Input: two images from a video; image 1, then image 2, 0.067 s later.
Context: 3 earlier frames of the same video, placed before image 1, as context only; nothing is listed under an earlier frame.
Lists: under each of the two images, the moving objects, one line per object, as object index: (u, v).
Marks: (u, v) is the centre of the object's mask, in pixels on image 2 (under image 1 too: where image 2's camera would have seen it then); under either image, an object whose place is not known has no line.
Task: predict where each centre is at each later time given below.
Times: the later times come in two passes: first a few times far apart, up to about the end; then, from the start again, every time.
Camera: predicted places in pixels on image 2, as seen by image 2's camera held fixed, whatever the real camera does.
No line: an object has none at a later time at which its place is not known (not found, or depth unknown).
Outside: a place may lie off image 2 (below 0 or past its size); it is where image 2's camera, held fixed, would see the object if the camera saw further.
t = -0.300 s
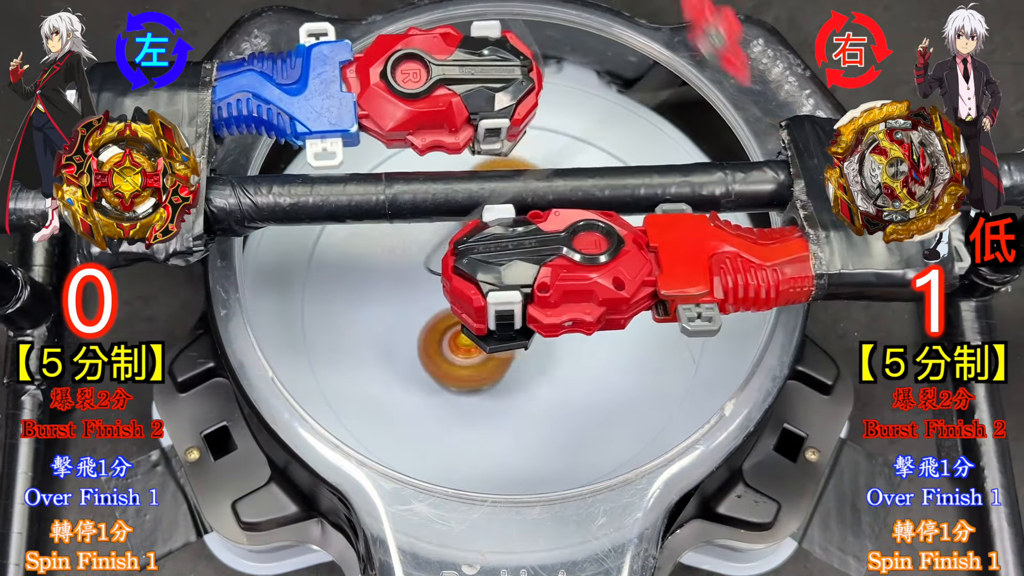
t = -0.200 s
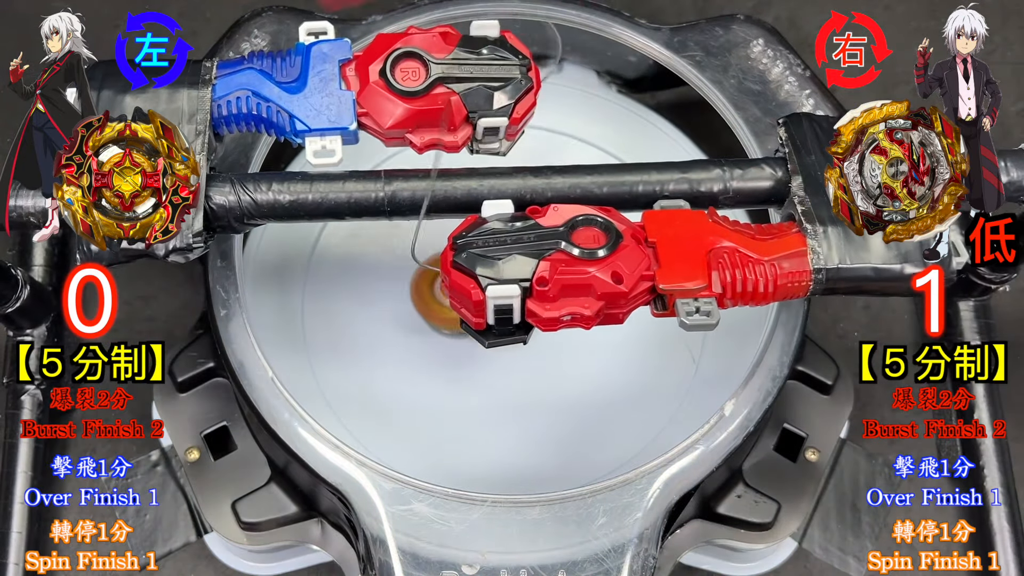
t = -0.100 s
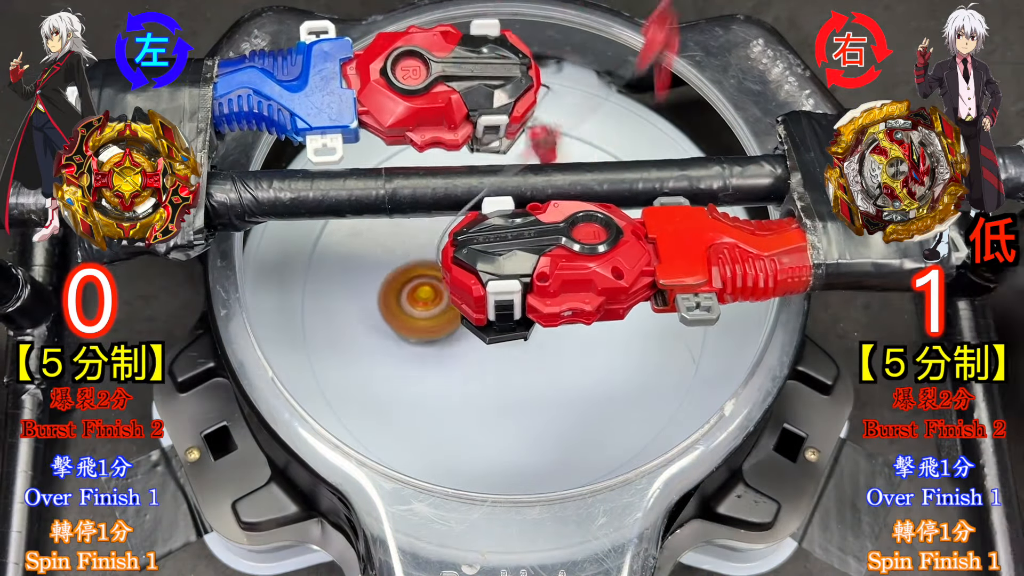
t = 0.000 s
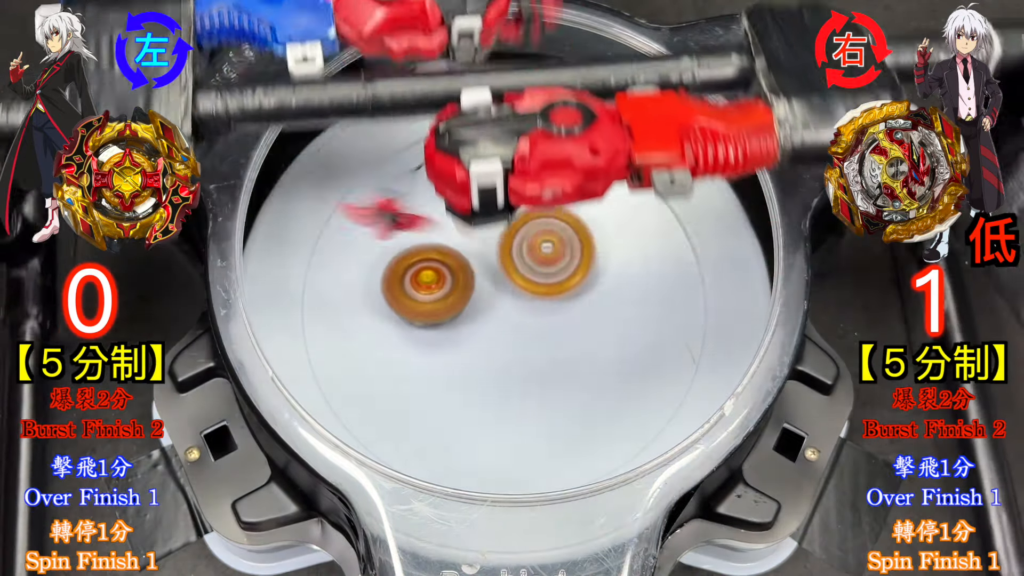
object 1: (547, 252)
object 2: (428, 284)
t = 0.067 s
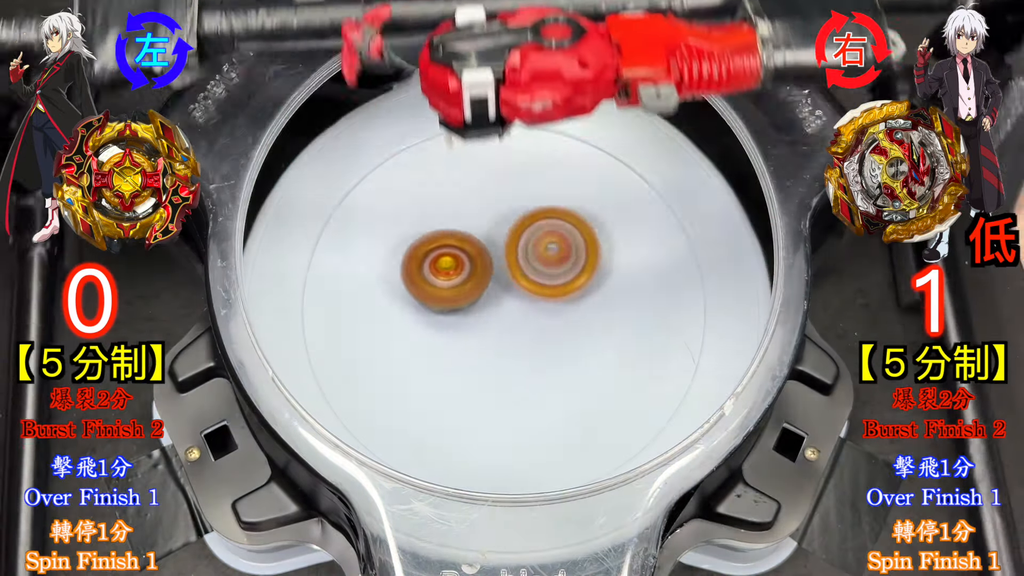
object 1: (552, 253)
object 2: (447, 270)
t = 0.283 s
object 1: (595, 244)
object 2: (477, 225)
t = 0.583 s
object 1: (612, 251)
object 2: (490, 192)
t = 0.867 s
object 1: (599, 313)
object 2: (462, 157)
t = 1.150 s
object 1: (569, 325)
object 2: (513, 205)
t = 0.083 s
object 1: (553, 253)
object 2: (453, 266)
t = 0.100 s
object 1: (554, 253)
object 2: (461, 261)
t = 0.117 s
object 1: (559, 252)
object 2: (462, 256)
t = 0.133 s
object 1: (564, 252)
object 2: (463, 253)
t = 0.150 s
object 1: (568, 252)
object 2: (463, 250)
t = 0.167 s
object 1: (571, 251)
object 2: (466, 246)
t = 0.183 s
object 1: (574, 250)
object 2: (469, 243)
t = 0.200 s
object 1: (577, 249)
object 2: (473, 239)
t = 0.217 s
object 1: (578, 248)
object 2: (479, 236)
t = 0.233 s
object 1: (579, 247)
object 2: (484, 235)
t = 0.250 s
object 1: (585, 245)
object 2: (482, 230)
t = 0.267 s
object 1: (590, 245)
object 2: (479, 227)
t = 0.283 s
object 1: (595, 244)
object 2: (477, 225)
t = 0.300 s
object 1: (599, 244)
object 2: (476, 222)
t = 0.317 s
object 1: (602, 243)
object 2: (476, 220)
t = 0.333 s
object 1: (604, 242)
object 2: (477, 218)
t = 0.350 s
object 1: (605, 242)
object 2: (479, 215)
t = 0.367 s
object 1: (605, 241)
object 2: (482, 214)
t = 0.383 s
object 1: (605, 241)
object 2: (486, 213)
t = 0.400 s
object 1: (604, 240)
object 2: (490, 211)
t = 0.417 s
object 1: (602, 239)
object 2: (496, 211)
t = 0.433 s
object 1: (599, 238)
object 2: (503, 210)
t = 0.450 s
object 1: (600, 238)
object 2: (505, 207)
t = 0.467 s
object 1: (603, 240)
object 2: (500, 203)
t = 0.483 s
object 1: (607, 243)
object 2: (496, 200)
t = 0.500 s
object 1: (609, 245)
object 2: (493, 197)
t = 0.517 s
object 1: (611, 246)
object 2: (491, 195)
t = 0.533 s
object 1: (612, 248)
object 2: (490, 193)
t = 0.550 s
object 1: (613, 249)
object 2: (489, 192)
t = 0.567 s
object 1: (612, 250)
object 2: (489, 192)
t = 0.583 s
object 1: (612, 251)
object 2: (490, 192)
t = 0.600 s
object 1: (610, 252)
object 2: (491, 193)
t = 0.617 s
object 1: (608, 253)
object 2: (493, 194)
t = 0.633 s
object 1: (605, 254)
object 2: (495, 196)
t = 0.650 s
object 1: (602, 254)
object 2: (498, 198)
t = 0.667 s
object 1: (598, 255)
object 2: (502, 200)
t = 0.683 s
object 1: (595, 255)
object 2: (506, 203)
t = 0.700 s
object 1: (590, 255)
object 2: (510, 205)
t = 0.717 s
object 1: (593, 262)
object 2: (504, 198)
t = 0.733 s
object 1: (595, 269)
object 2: (497, 191)
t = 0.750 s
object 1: (597, 276)
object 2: (490, 186)
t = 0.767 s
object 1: (598, 283)
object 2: (484, 180)
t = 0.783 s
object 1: (599, 288)
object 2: (478, 175)
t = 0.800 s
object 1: (600, 294)
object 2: (474, 170)
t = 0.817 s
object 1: (600, 300)
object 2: (470, 166)
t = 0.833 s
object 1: (599, 305)
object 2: (467, 162)
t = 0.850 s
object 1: (599, 309)
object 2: (464, 159)
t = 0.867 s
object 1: (599, 313)
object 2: (462, 157)
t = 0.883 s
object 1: (598, 318)
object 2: (461, 156)
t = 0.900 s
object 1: (597, 320)
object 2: (461, 156)
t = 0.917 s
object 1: (595, 323)
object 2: (461, 155)
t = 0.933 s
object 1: (594, 326)
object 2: (462, 156)
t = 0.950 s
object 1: (592, 327)
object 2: (464, 157)
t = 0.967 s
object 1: (590, 330)
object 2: (466, 159)
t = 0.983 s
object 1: (588, 331)
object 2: (469, 161)
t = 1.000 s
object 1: (586, 332)
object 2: (472, 164)
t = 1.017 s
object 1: (584, 332)
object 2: (475, 167)
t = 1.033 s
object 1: (582, 332)
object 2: (480, 171)
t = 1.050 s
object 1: (580, 332)
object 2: (484, 175)
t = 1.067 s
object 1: (578, 331)
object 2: (488, 179)
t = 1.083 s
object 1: (576, 331)
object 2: (493, 184)
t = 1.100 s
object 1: (574, 329)
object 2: (498, 188)
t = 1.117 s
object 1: (572, 328)
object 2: (503, 194)
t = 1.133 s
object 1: (570, 327)
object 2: (508, 199)
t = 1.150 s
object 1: (569, 325)
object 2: (513, 205)
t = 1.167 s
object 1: (567, 324)
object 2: (519, 211)
